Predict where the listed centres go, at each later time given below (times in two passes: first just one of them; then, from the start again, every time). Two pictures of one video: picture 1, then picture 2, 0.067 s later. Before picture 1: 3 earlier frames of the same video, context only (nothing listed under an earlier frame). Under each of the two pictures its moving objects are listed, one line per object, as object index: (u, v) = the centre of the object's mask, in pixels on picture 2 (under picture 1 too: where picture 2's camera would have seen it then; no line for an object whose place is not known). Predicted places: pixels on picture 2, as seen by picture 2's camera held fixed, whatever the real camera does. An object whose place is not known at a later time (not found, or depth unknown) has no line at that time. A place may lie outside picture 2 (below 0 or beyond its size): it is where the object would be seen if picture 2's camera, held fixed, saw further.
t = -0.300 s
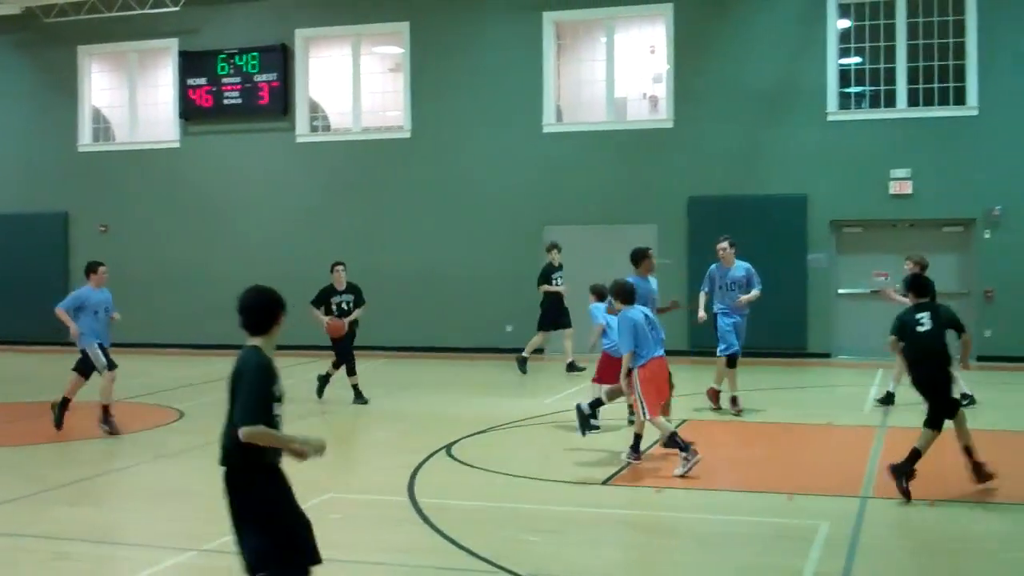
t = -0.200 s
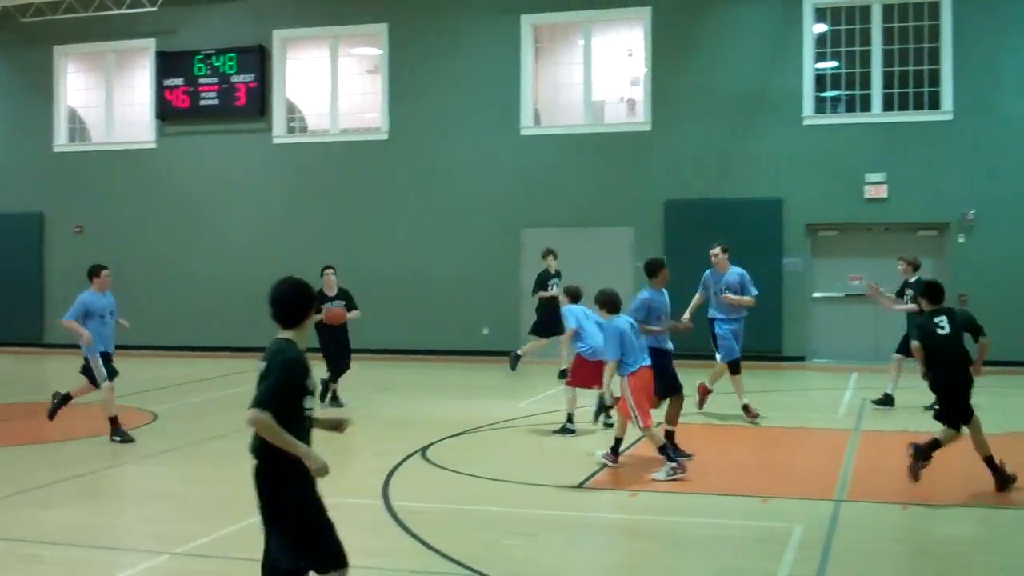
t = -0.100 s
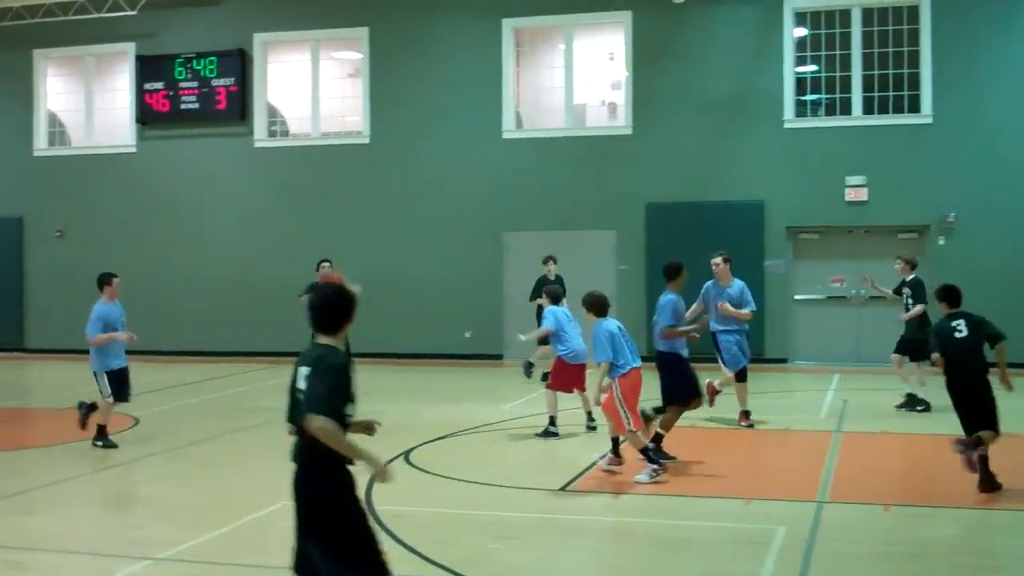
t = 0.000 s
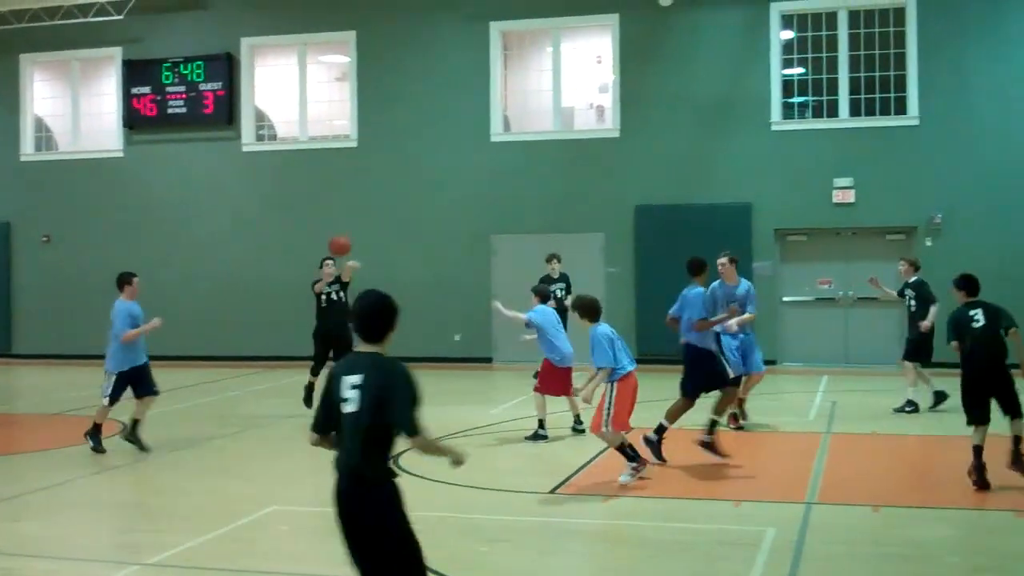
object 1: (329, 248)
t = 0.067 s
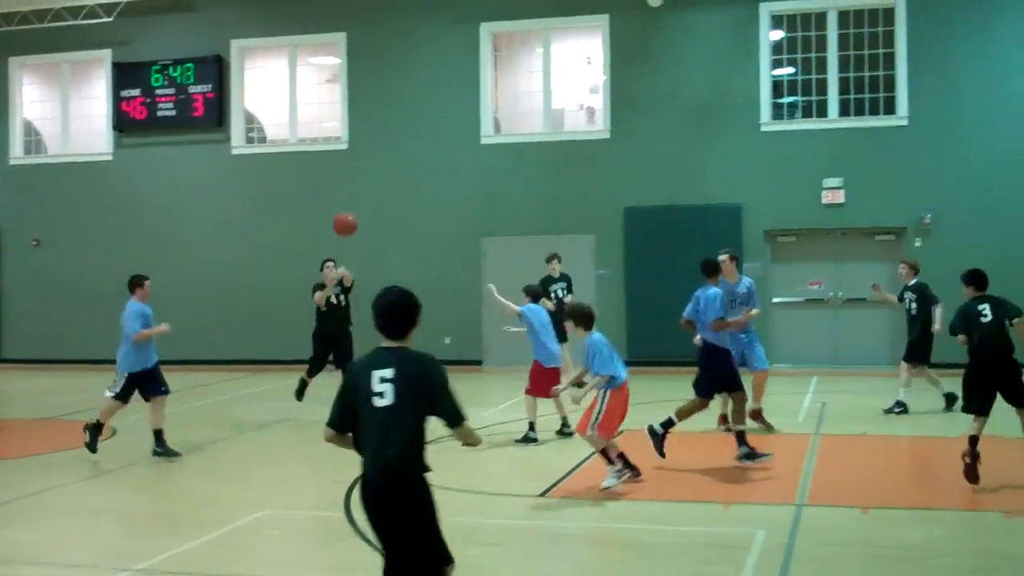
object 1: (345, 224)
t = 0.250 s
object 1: (397, 170)
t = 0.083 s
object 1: (349, 218)
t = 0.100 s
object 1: (353, 213)
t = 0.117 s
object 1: (357, 207)
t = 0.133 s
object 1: (361, 202)
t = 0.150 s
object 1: (366, 197)
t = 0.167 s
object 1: (371, 192)
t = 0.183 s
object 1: (376, 188)
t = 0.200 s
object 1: (381, 183)
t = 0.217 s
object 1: (386, 179)
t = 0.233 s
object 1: (391, 175)
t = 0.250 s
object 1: (397, 170)
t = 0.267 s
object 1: (402, 166)
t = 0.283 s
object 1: (408, 163)
